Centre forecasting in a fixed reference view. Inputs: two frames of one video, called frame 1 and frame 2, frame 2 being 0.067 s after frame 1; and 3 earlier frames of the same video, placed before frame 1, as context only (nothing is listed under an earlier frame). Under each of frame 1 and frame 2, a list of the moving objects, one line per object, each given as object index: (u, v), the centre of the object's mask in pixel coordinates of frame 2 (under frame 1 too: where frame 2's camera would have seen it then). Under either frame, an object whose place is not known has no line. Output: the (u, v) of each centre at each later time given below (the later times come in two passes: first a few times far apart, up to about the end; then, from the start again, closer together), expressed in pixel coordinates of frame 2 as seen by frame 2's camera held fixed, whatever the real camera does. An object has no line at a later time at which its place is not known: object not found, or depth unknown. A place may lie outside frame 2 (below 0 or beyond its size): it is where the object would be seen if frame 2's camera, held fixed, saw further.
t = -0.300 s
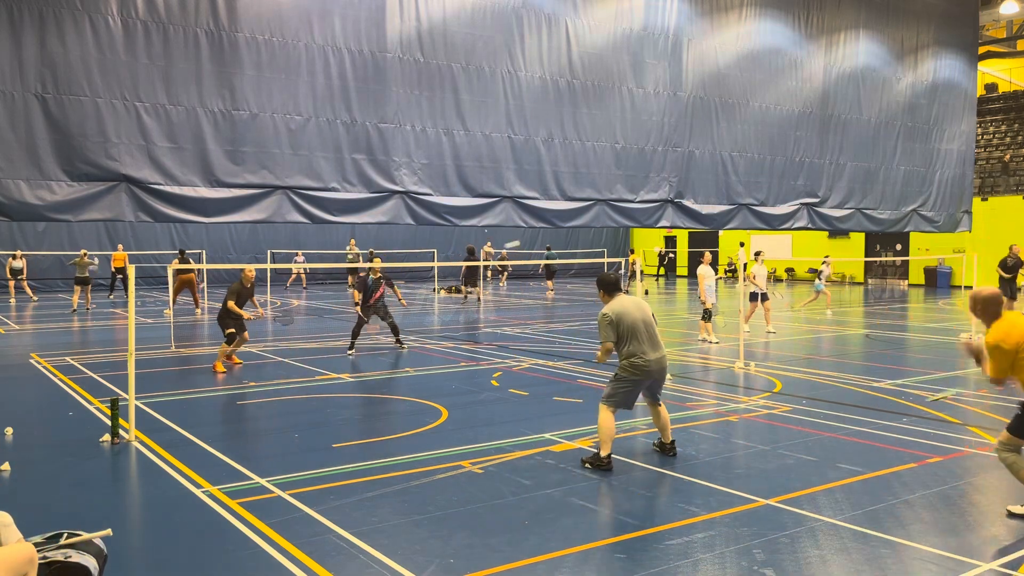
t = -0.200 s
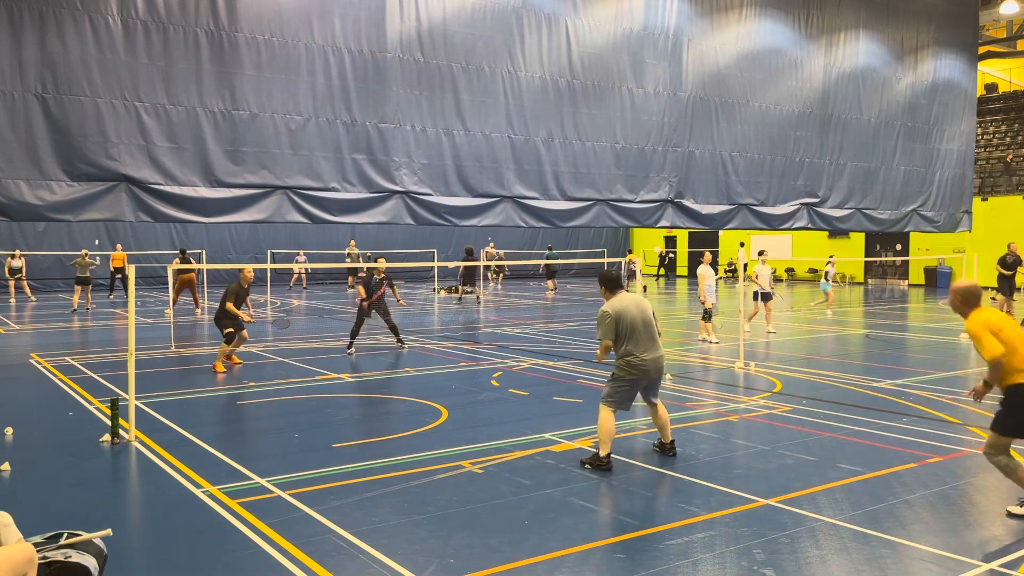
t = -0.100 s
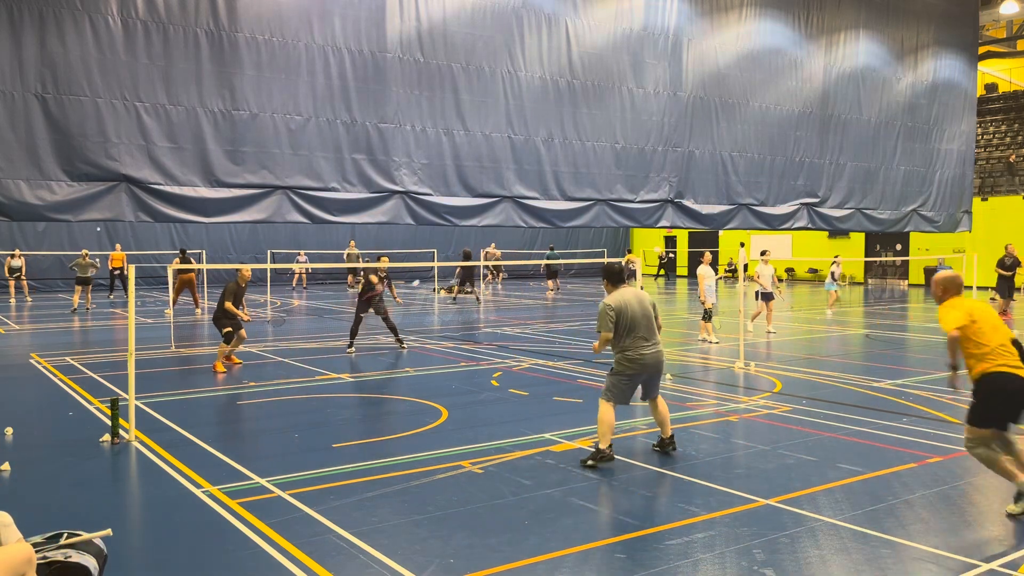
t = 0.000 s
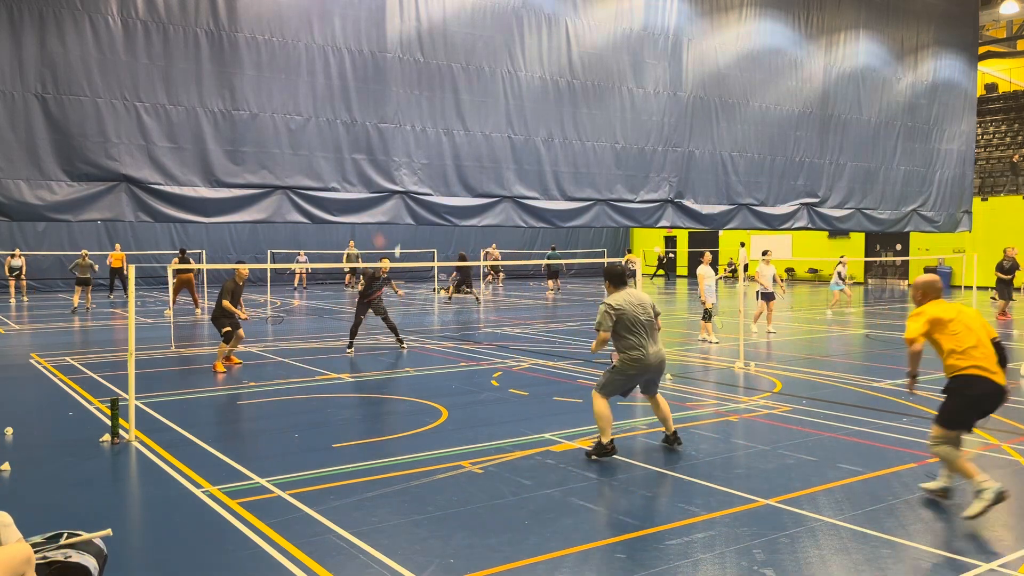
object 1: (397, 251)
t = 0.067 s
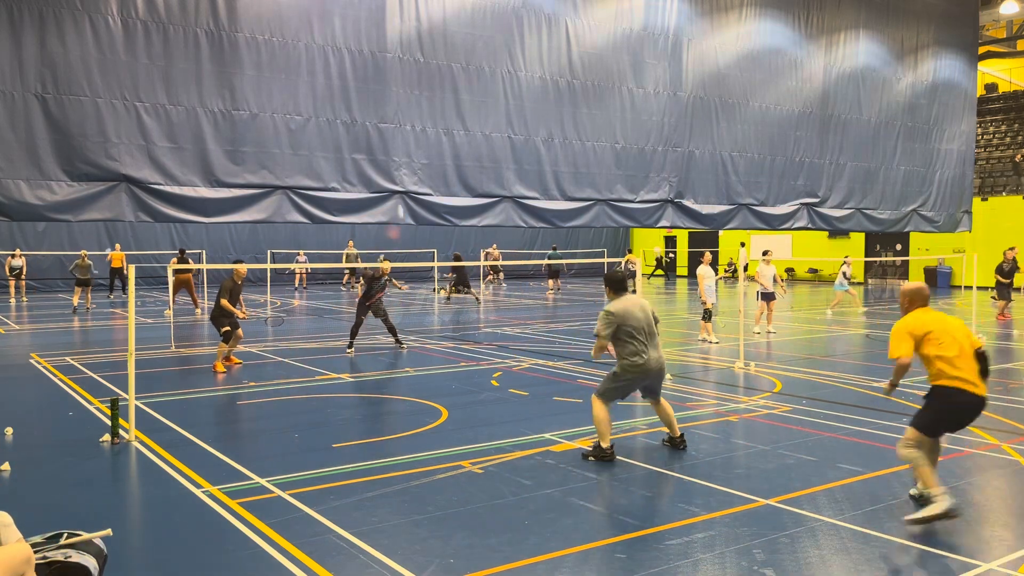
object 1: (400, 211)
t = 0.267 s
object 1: (396, 125)
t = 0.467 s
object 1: (391, 77)
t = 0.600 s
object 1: (387, 66)
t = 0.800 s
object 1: (379, 91)
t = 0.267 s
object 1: (396, 125)
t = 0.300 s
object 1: (395, 114)
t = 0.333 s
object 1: (395, 105)
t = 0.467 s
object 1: (391, 77)
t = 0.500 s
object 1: (391, 73)
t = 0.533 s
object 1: (390, 70)
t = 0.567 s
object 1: (388, 67)
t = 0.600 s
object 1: (387, 66)
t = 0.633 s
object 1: (386, 67)
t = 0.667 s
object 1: (385, 69)
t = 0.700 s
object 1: (384, 72)
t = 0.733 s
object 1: (382, 77)
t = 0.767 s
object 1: (381, 83)
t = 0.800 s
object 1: (379, 91)
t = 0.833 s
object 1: (377, 100)
